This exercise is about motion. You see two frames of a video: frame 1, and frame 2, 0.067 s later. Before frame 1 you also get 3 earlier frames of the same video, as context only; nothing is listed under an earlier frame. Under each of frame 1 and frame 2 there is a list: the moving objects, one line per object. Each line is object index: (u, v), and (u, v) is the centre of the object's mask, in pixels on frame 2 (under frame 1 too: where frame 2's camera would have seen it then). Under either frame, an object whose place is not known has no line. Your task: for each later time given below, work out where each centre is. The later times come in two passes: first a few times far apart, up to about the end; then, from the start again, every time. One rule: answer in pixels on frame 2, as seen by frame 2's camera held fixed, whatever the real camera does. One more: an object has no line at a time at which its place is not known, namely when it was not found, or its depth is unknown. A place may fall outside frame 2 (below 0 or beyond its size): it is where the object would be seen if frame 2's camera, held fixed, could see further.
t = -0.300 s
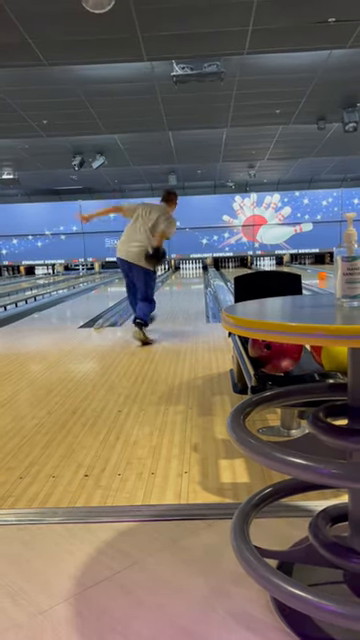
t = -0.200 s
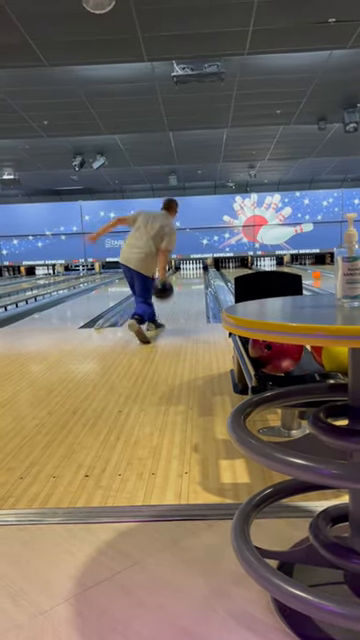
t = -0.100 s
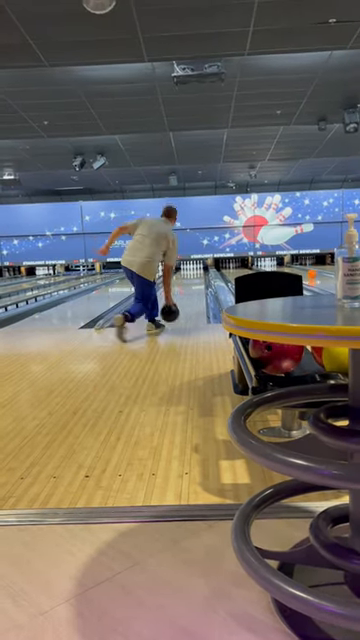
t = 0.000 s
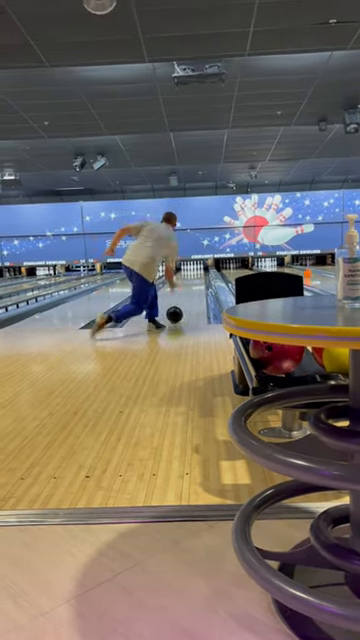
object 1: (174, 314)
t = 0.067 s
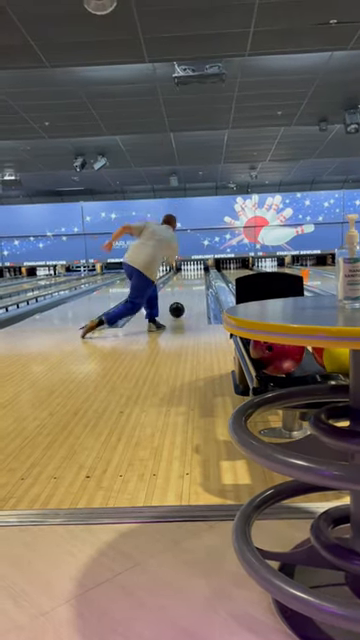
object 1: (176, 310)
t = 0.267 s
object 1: (181, 299)
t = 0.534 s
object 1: (185, 290)
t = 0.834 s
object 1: (188, 283)
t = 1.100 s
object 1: (189, 278)
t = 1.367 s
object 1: (191, 275)
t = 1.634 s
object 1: (191, 272)
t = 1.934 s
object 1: (192, 270)
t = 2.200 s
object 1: (192, 269)
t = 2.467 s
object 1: (194, 268)
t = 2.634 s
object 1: (194, 267)
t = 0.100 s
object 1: (177, 308)
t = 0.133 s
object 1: (178, 306)
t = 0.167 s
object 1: (179, 304)
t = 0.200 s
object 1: (180, 302)
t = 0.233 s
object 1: (180, 301)
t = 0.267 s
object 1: (181, 299)
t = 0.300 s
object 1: (181, 298)
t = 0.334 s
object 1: (182, 296)
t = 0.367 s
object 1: (183, 295)
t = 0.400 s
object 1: (183, 294)
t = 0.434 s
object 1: (183, 293)
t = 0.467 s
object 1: (184, 292)
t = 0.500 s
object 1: (184, 291)
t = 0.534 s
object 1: (185, 290)
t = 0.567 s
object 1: (185, 289)
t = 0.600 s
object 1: (186, 288)
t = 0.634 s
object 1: (186, 287)
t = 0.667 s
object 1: (186, 286)
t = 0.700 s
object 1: (187, 285)
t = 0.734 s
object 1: (187, 285)
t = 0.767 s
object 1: (187, 284)
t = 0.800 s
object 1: (187, 283)
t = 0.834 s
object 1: (188, 283)
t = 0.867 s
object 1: (188, 283)
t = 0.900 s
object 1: (188, 282)
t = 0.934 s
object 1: (188, 281)
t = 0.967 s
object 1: (188, 281)
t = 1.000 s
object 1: (189, 280)
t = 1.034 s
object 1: (189, 280)
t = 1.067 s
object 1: (189, 279)
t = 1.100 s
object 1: (189, 278)
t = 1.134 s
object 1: (190, 278)
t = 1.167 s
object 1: (190, 277)
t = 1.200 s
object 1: (190, 277)
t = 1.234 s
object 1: (190, 277)
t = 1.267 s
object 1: (190, 276)
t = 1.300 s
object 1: (191, 276)
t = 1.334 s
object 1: (190, 276)
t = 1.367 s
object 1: (191, 275)
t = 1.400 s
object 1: (191, 275)
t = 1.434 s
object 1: (191, 275)
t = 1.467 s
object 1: (191, 275)
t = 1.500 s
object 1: (191, 274)
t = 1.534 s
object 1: (191, 274)
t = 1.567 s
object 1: (191, 273)
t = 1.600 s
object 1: (191, 273)
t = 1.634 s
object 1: (191, 272)
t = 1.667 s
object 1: (192, 272)
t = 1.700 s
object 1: (192, 272)
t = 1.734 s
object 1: (192, 272)
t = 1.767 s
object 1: (192, 272)
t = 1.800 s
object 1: (192, 272)
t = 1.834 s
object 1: (192, 271)
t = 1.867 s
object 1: (192, 271)
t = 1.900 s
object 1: (192, 270)
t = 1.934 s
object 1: (192, 270)
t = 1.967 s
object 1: (192, 270)
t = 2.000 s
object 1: (192, 270)
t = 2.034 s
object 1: (192, 270)
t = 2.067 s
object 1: (192, 270)
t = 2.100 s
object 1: (192, 269)
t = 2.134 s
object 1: (192, 269)
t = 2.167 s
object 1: (192, 269)
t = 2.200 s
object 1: (192, 269)
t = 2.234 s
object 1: (192, 269)
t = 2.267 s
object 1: (193, 269)
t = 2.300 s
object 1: (192, 269)
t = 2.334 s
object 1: (193, 269)
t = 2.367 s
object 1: (192, 269)
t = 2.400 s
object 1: (192, 269)
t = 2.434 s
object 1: (193, 269)
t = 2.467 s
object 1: (194, 268)
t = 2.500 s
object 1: (194, 267)
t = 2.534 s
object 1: (194, 268)
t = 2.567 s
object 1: (194, 268)
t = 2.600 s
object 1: (194, 268)
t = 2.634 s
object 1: (194, 267)
